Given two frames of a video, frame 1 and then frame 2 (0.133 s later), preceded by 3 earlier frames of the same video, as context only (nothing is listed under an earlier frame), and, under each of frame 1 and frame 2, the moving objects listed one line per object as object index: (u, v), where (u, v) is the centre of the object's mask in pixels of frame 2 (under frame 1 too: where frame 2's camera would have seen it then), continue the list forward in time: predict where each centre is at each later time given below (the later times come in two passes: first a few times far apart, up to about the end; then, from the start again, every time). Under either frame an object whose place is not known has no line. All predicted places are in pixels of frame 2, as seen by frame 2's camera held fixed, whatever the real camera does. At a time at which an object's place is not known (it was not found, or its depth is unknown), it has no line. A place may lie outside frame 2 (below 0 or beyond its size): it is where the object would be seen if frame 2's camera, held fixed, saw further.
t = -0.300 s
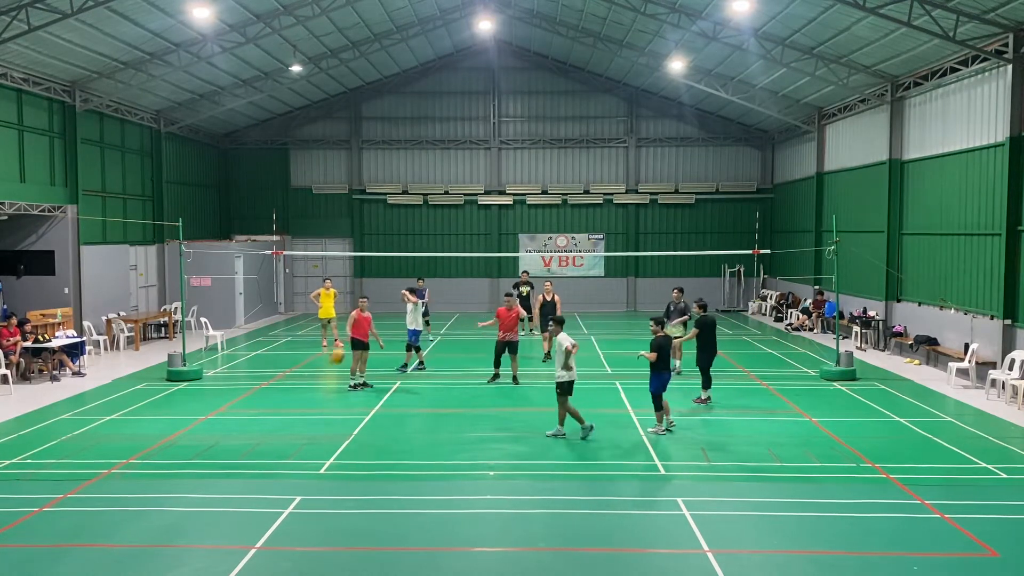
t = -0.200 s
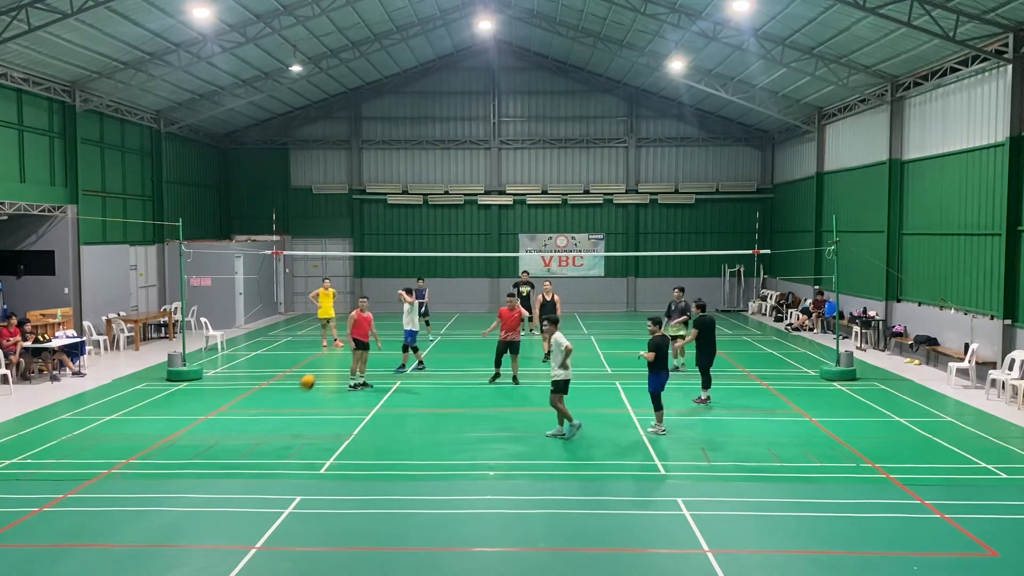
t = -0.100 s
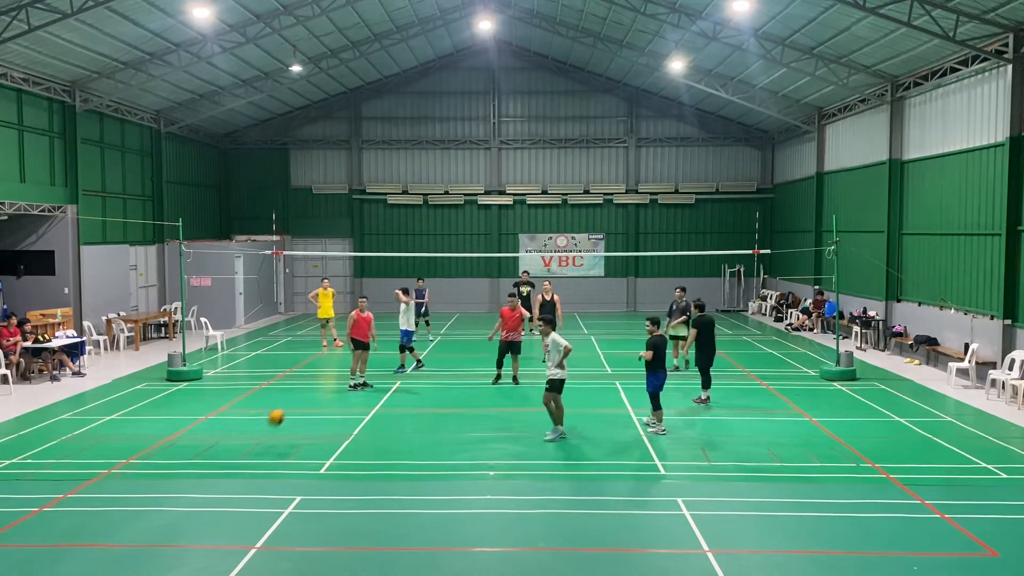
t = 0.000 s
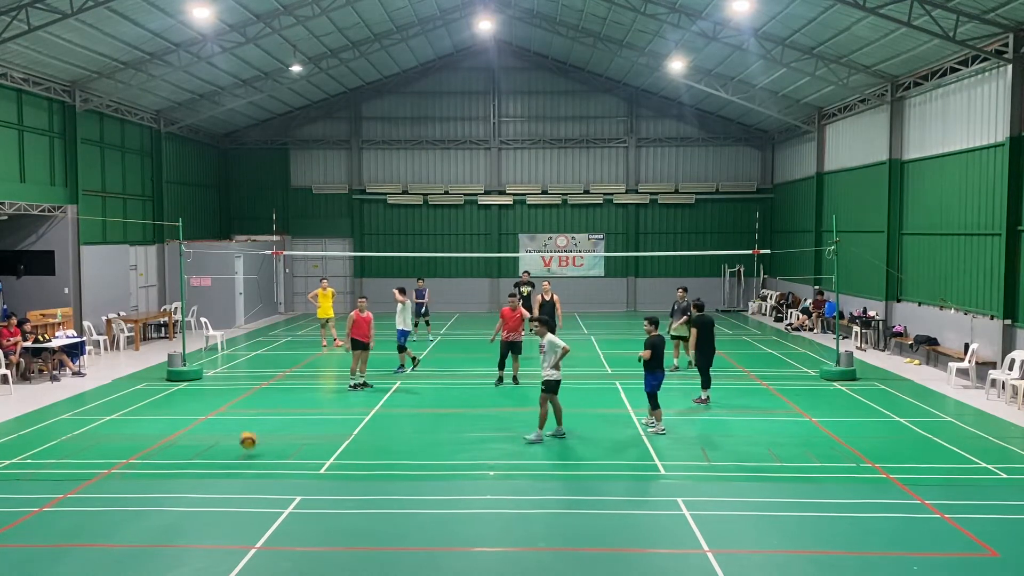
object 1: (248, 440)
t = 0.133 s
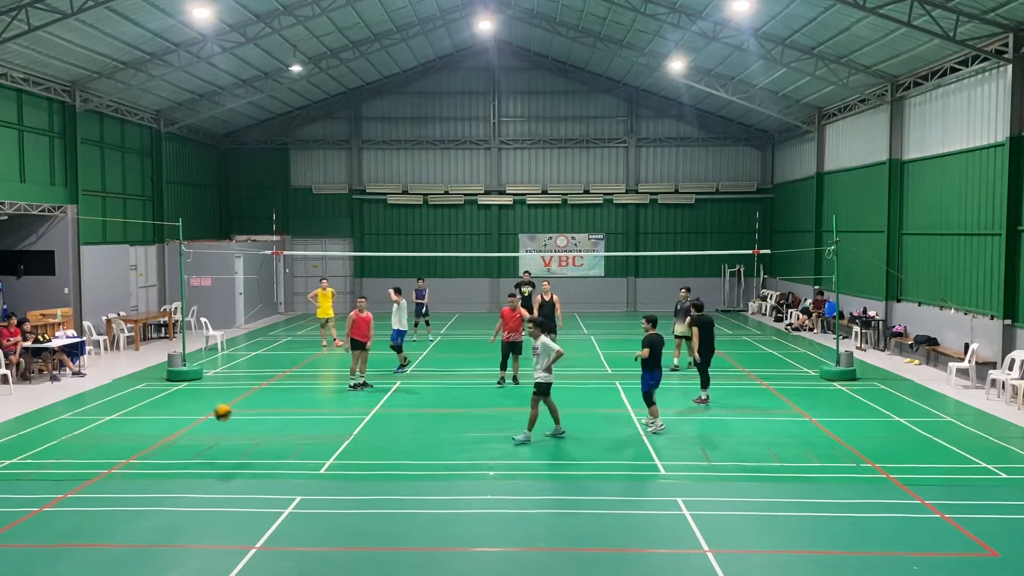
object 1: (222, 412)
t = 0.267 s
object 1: (196, 398)
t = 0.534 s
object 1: (138, 413)
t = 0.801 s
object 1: (78, 498)
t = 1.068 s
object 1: (4, 465)
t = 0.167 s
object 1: (215, 408)
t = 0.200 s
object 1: (209, 403)
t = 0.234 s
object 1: (203, 400)
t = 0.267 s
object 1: (196, 398)
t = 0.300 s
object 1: (189, 396)
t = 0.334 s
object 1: (182, 396)
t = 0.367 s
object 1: (175, 397)
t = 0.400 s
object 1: (168, 397)
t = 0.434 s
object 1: (161, 399)
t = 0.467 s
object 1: (153, 403)
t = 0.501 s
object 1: (147, 407)
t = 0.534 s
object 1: (138, 413)
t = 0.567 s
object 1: (131, 419)
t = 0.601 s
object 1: (124, 426)
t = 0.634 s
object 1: (116, 434)
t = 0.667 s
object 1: (109, 445)
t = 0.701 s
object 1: (102, 455)
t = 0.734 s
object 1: (93, 467)
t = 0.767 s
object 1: (86, 481)
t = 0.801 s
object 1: (78, 498)
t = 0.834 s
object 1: (68, 495)
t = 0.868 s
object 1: (59, 488)
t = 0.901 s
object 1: (49, 481)
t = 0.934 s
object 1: (39, 477)
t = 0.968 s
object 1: (29, 472)
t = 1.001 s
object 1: (20, 469)
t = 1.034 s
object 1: (10, 466)
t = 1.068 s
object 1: (4, 465)
